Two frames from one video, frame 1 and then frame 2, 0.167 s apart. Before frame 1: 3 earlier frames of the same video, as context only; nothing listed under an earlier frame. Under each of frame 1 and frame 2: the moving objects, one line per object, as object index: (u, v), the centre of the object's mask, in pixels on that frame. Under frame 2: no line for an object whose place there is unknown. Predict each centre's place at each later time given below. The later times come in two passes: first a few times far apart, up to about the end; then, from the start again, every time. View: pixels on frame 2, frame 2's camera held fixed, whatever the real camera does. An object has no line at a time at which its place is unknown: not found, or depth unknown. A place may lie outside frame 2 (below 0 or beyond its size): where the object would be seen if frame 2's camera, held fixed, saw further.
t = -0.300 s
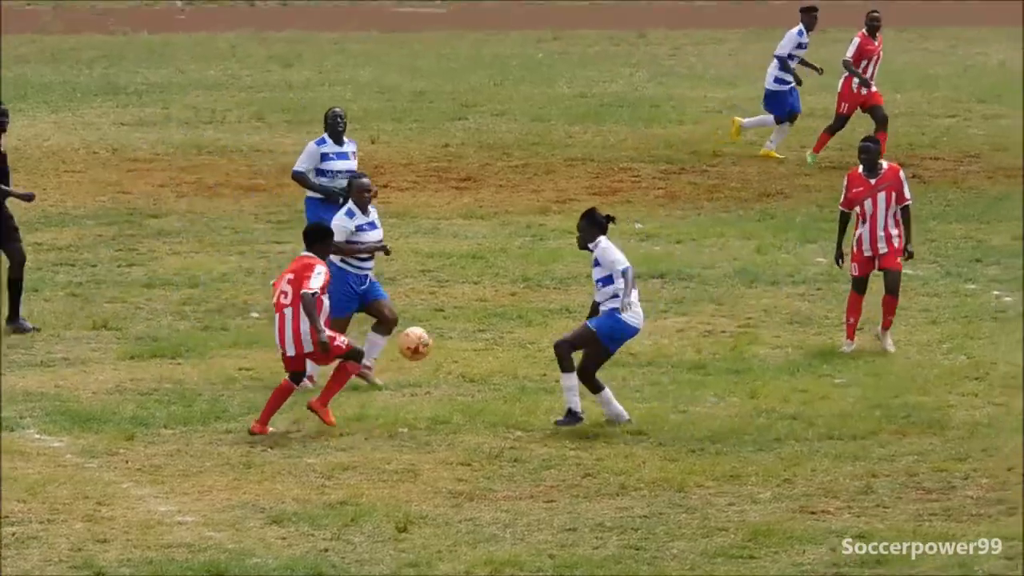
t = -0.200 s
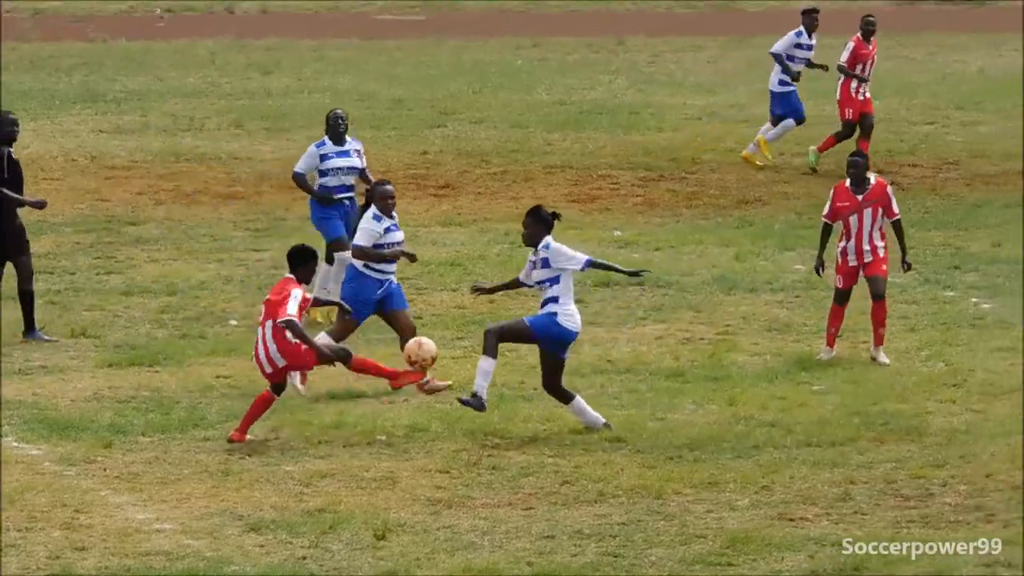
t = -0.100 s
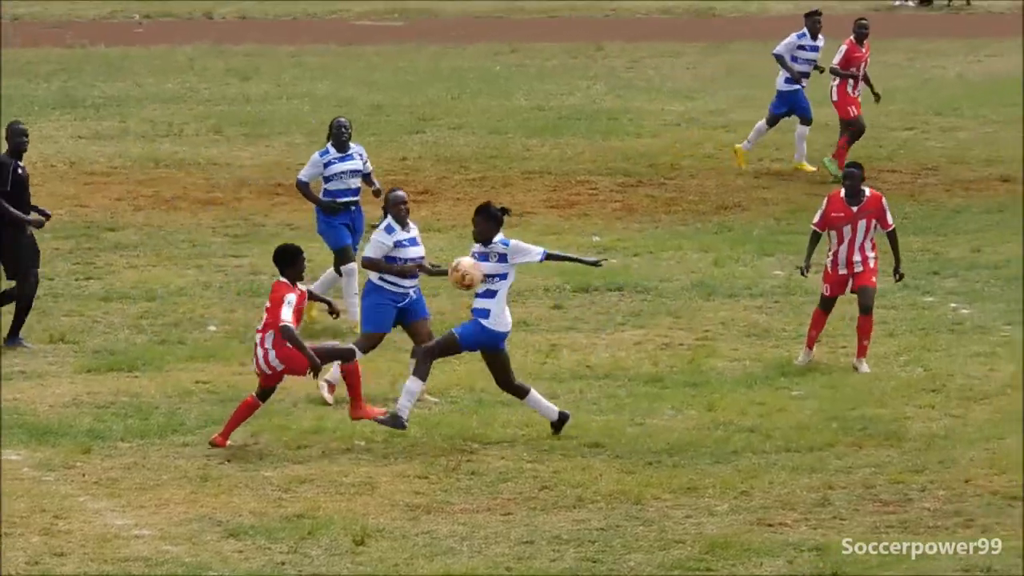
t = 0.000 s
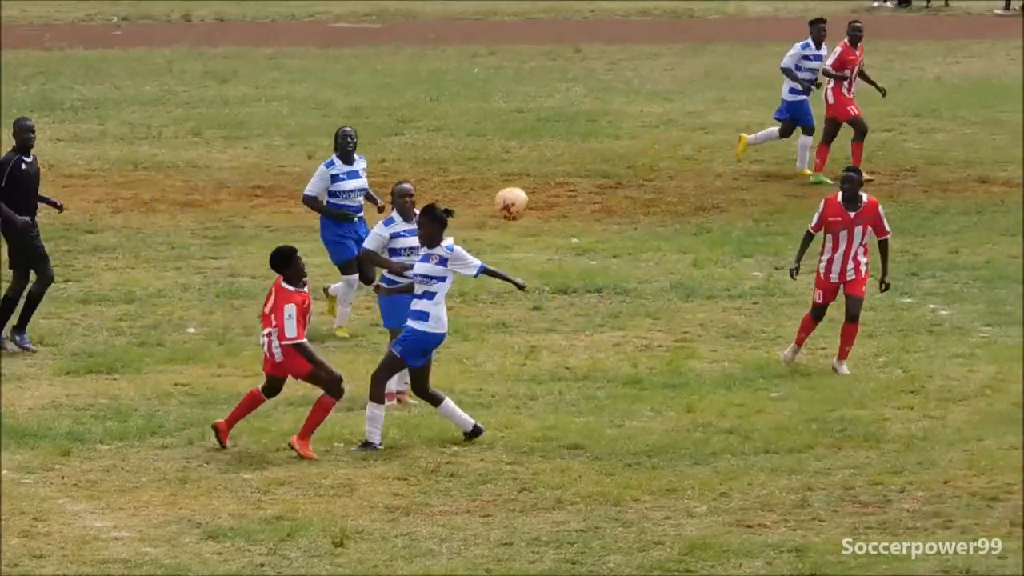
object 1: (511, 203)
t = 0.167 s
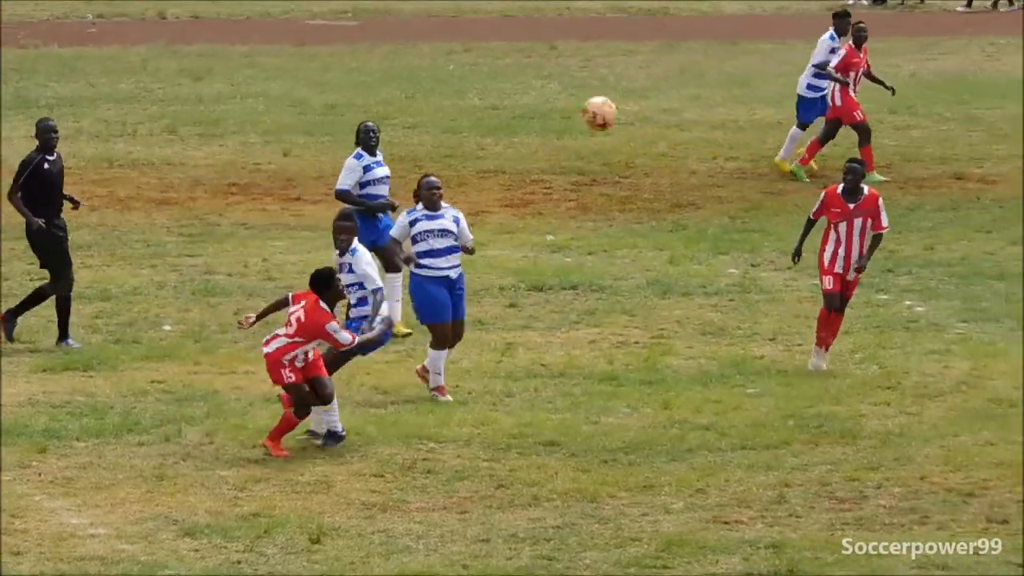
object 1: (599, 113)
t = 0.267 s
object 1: (668, 81)
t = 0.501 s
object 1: (834, 60)
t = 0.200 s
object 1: (622, 101)
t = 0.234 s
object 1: (645, 90)
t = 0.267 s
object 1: (668, 81)
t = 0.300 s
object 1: (691, 73)
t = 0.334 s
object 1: (714, 67)
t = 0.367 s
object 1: (737, 62)
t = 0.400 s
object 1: (761, 60)
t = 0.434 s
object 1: (784, 58)
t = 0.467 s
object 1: (808, 58)
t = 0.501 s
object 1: (834, 60)
